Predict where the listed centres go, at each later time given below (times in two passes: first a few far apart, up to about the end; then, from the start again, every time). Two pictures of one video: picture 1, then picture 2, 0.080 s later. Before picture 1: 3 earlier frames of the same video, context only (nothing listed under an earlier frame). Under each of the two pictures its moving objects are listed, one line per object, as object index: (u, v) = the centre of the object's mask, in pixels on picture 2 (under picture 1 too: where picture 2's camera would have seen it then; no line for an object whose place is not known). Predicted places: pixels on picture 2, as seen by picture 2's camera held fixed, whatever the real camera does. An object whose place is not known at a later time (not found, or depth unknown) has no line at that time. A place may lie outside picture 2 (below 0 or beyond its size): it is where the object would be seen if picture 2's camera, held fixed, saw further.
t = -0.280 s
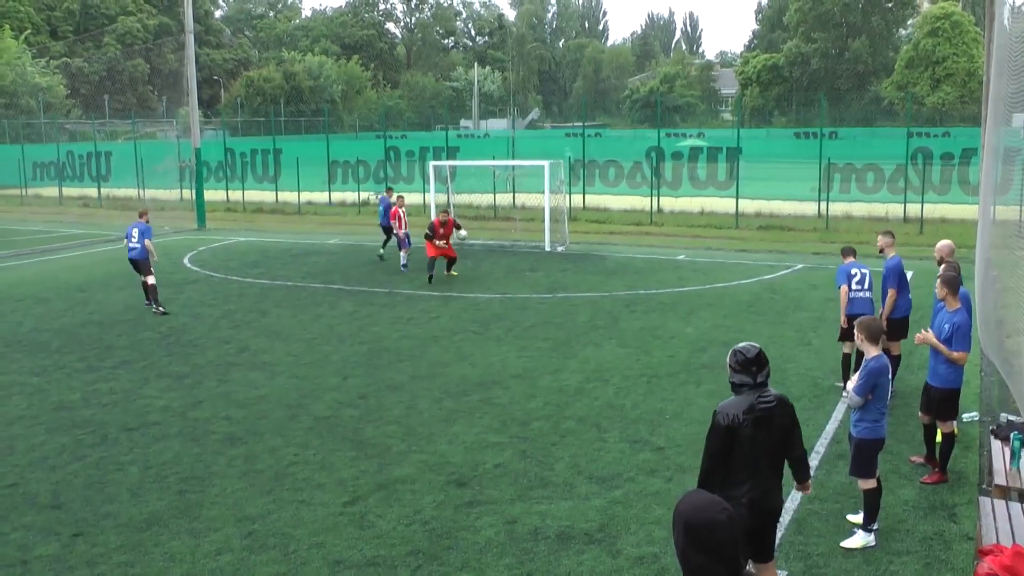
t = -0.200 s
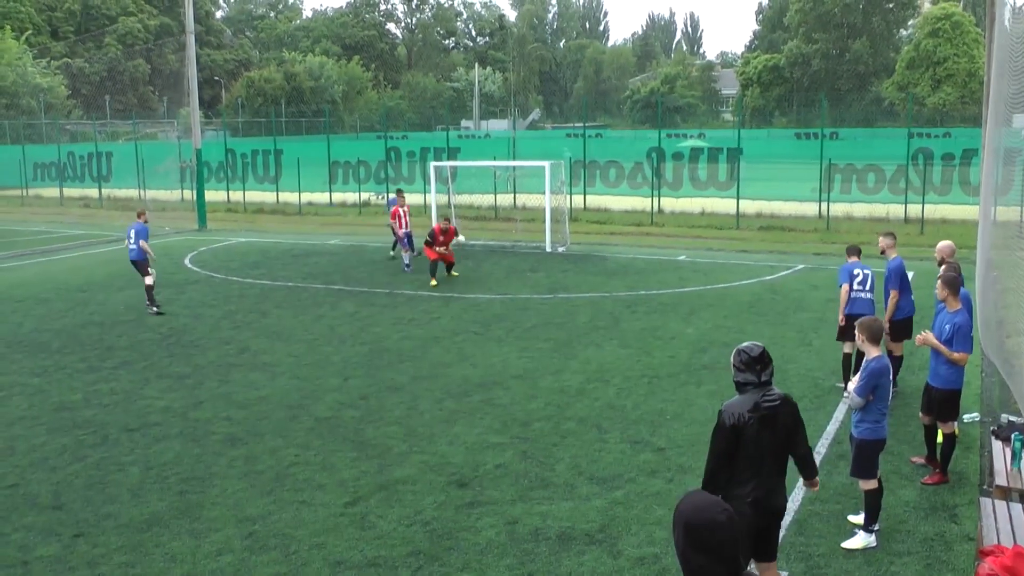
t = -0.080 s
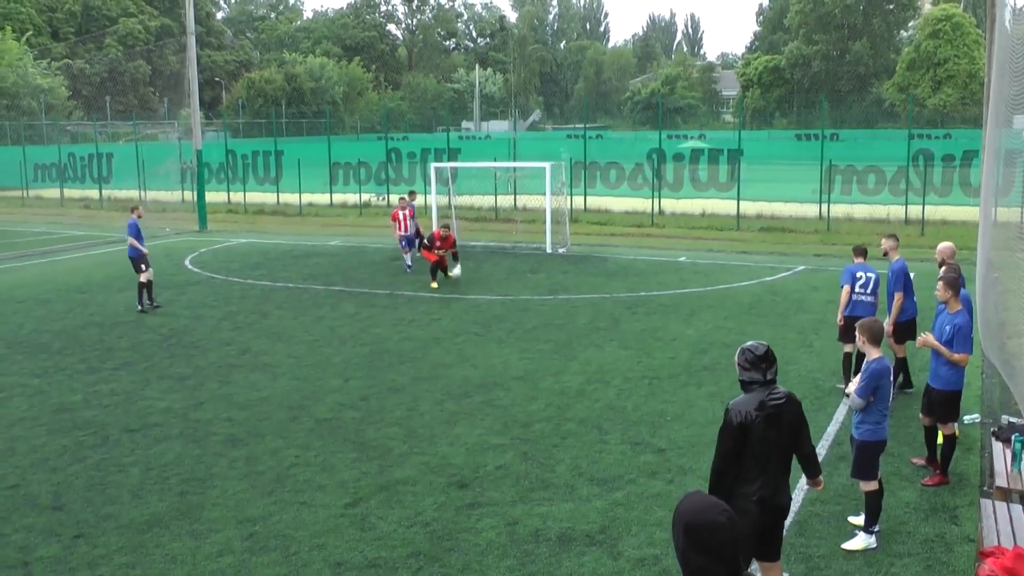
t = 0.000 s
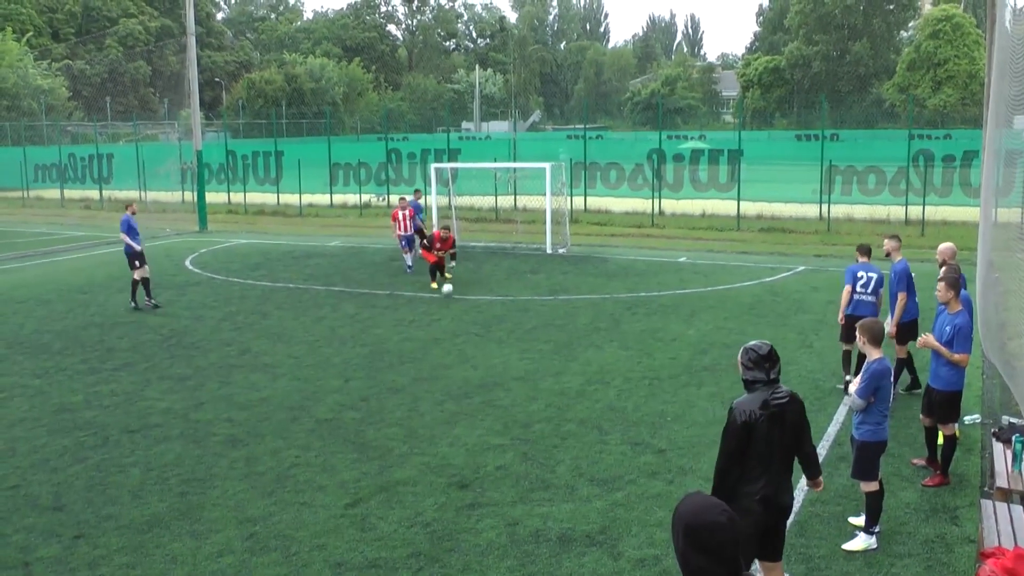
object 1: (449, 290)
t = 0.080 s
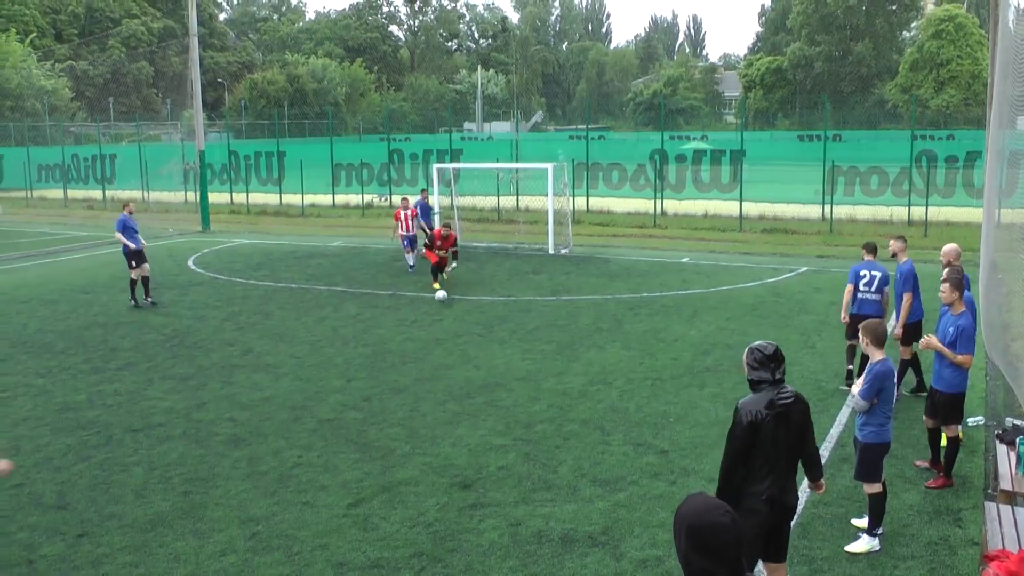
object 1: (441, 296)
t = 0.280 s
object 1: (419, 321)
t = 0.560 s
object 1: (388, 353)
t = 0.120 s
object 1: (436, 299)
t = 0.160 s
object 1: (432, 304)
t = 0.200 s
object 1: (428, 311)
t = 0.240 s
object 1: (423, 317)
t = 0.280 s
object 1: (419, 321)
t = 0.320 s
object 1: (416, 326)
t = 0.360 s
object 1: (411, 332)
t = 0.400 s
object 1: (407, 335)
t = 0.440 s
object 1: (402, 340)
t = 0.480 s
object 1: (398, 346)
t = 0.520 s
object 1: (393, 350)
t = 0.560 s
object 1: (388, 353)
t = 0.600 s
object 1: (383, 359)
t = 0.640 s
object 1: (378, 366)
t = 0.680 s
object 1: (373, 372)
